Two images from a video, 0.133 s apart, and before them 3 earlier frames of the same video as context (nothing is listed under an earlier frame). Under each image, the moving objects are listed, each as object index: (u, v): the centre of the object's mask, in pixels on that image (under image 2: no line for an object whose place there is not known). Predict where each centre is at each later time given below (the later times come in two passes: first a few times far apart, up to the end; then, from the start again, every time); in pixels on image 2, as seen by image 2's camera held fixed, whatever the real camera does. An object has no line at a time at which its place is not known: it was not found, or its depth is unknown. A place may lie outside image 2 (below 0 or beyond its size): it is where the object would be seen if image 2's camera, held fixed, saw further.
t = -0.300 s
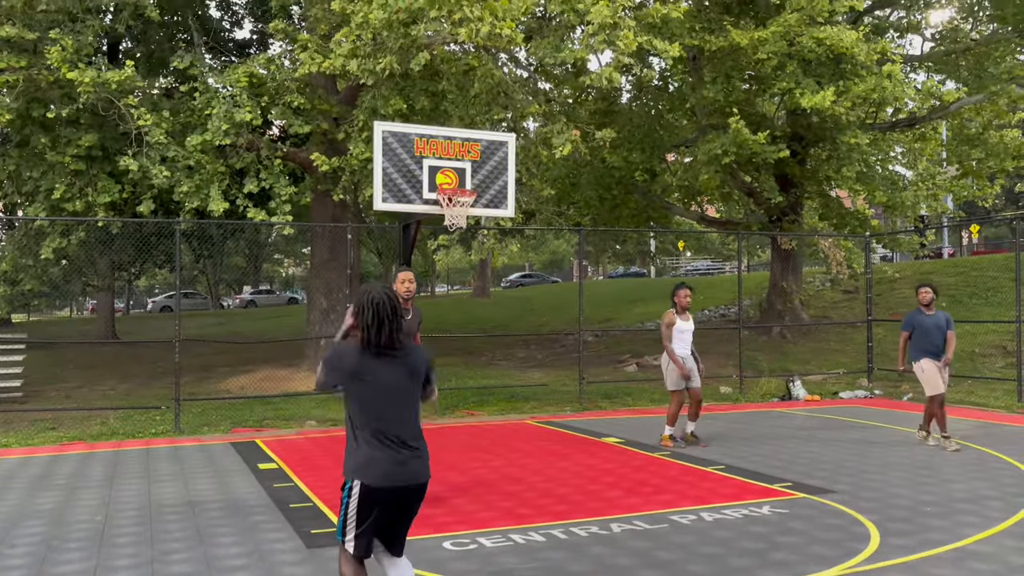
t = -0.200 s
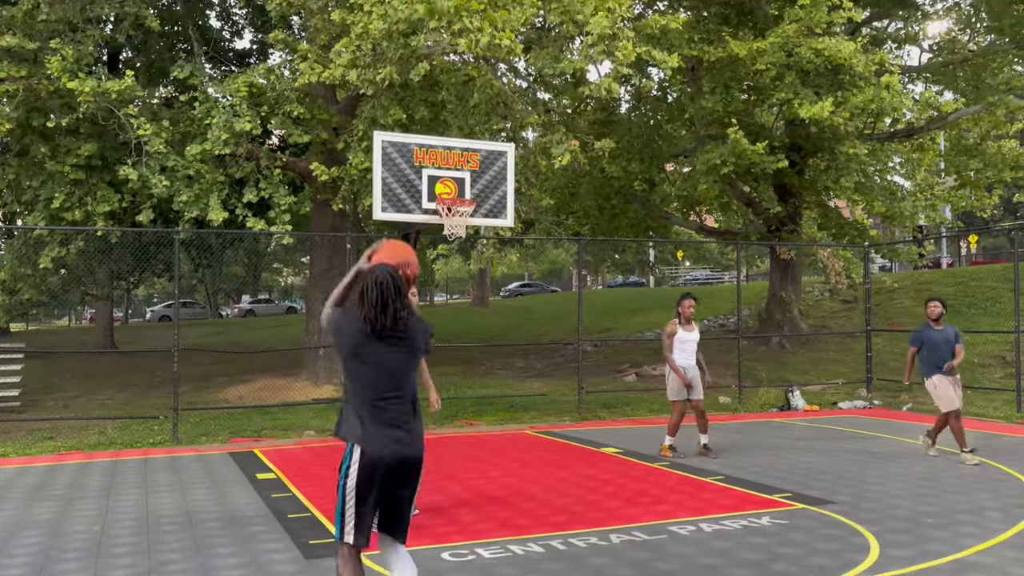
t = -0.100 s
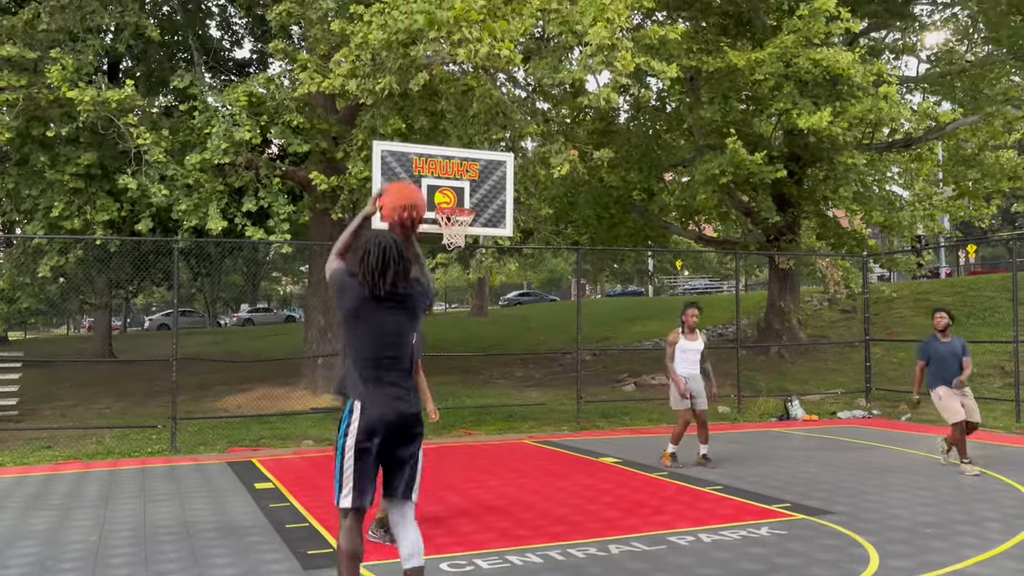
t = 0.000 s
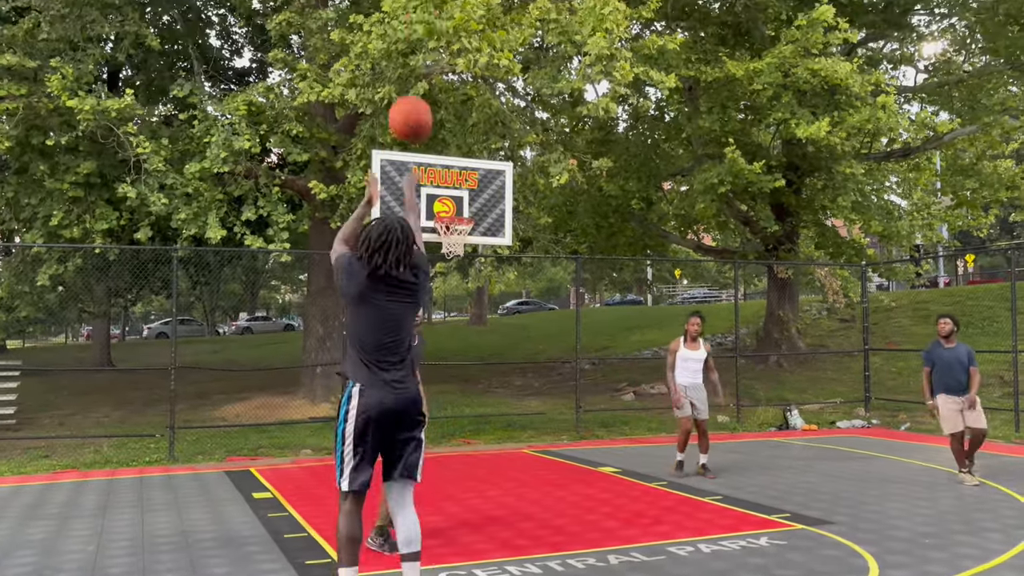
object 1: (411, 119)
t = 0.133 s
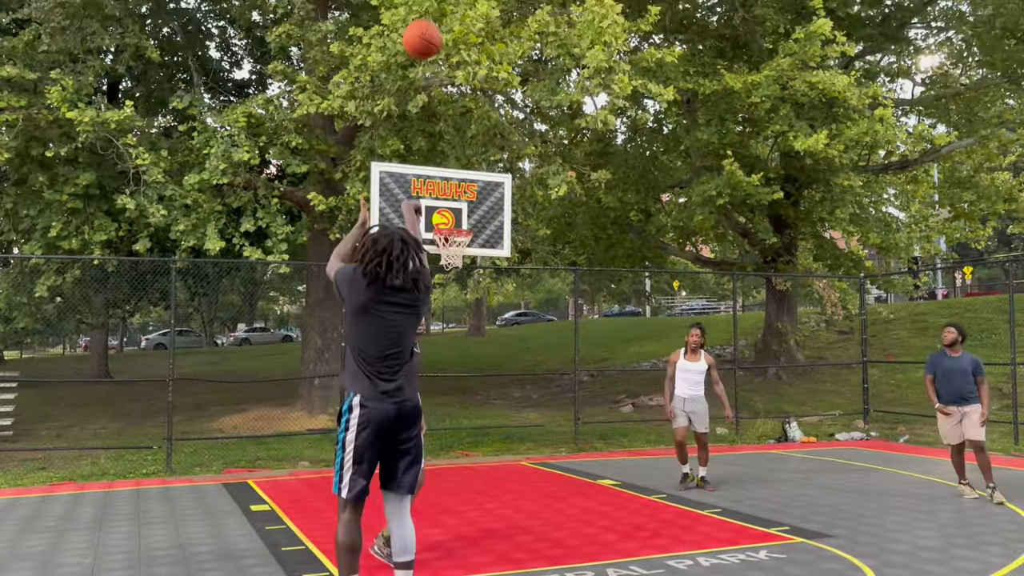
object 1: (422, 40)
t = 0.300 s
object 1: (435, -9)
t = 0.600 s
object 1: (450, -12)
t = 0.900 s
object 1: (459, 71)
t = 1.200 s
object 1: (465, 204)
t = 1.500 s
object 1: (428, 184)
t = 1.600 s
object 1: (420, 167)
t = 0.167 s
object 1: (425, 24)
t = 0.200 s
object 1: (428, 11)
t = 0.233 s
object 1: (430, 3)
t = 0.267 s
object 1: (433, -4)
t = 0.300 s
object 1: (435, -9)
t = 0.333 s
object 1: (437, -12)
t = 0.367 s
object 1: (439, -16)
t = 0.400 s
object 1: (441, -18)
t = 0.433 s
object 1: (442, -20)
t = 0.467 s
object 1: (444, -21)
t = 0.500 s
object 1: (446, -21)
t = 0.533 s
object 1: (448, -19)
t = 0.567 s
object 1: (449, -17)
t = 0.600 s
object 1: (450, -12)
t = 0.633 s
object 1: (451, -7)
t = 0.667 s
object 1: (452, 1)
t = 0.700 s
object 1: (453, 8)
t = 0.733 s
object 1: (455, 17)
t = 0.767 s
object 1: (456, 27)
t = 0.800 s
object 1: (456, 38)
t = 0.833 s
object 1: (457, 48)
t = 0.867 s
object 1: (458, 59)
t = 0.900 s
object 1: (459, 71)
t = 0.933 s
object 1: (460, 85)
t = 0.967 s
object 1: (460, 99)
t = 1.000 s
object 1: (460, 112)
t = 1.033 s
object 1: (462, 126)
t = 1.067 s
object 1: (462, 141)
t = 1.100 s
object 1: (463, 156)
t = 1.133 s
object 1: (463, 171)
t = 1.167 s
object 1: (466, 188)
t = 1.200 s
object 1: (465, 204)
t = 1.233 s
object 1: (465, 220)
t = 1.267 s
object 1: (464, 227)
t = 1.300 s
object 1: (454, 224)
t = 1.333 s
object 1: (444, 226)
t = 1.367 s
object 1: (440, 216)
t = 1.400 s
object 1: (438, 205)
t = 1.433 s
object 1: (435, 197)
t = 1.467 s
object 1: (432, 189)
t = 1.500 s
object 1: (428, 184)
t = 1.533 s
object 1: (427, 177)
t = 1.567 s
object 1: (424, 171)
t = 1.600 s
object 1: (420, 167)
